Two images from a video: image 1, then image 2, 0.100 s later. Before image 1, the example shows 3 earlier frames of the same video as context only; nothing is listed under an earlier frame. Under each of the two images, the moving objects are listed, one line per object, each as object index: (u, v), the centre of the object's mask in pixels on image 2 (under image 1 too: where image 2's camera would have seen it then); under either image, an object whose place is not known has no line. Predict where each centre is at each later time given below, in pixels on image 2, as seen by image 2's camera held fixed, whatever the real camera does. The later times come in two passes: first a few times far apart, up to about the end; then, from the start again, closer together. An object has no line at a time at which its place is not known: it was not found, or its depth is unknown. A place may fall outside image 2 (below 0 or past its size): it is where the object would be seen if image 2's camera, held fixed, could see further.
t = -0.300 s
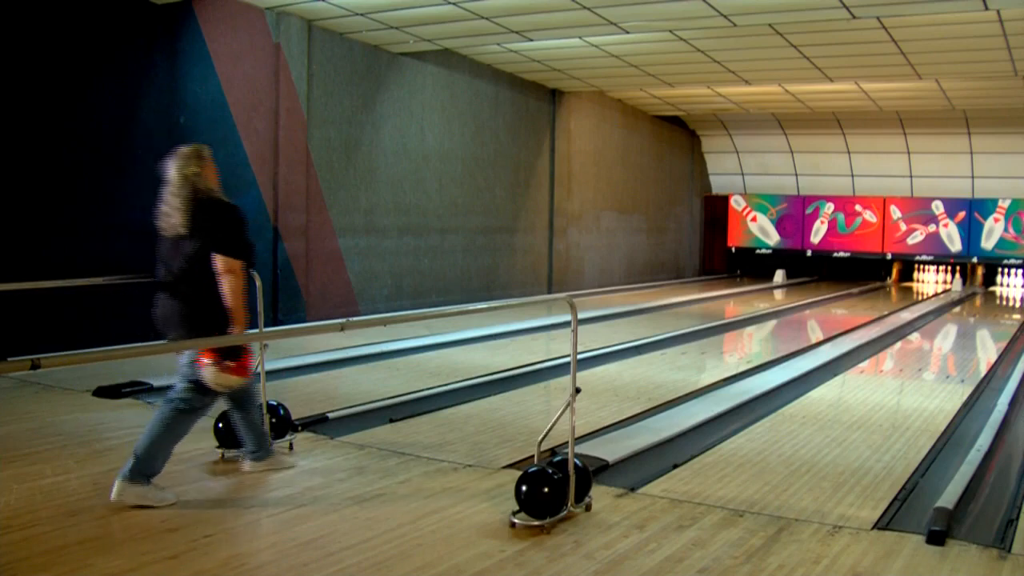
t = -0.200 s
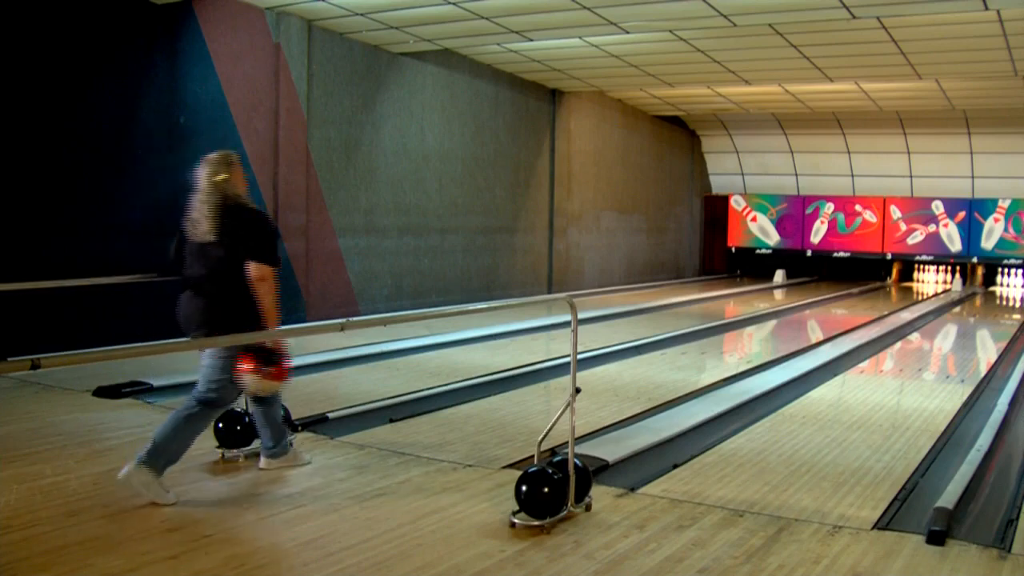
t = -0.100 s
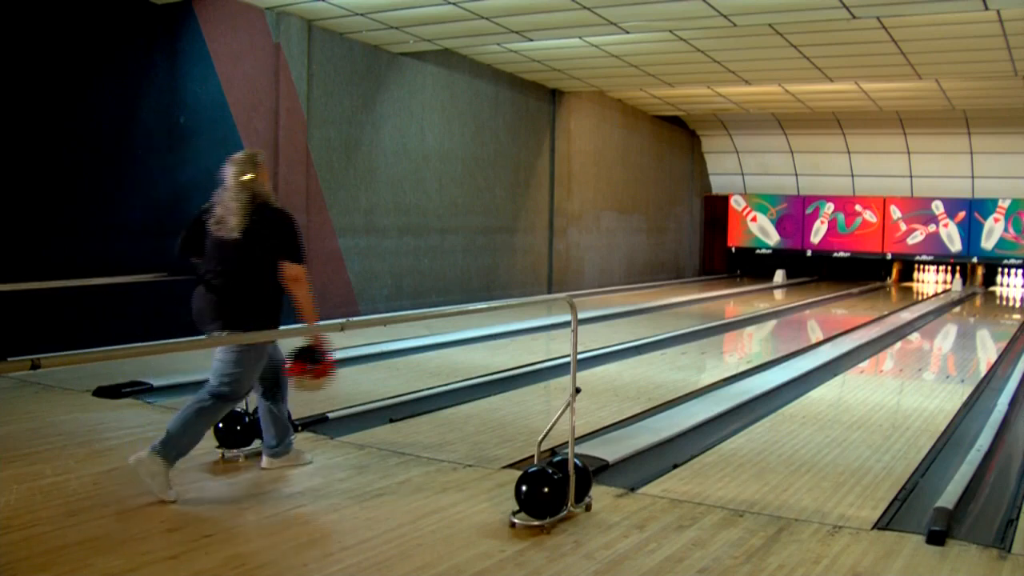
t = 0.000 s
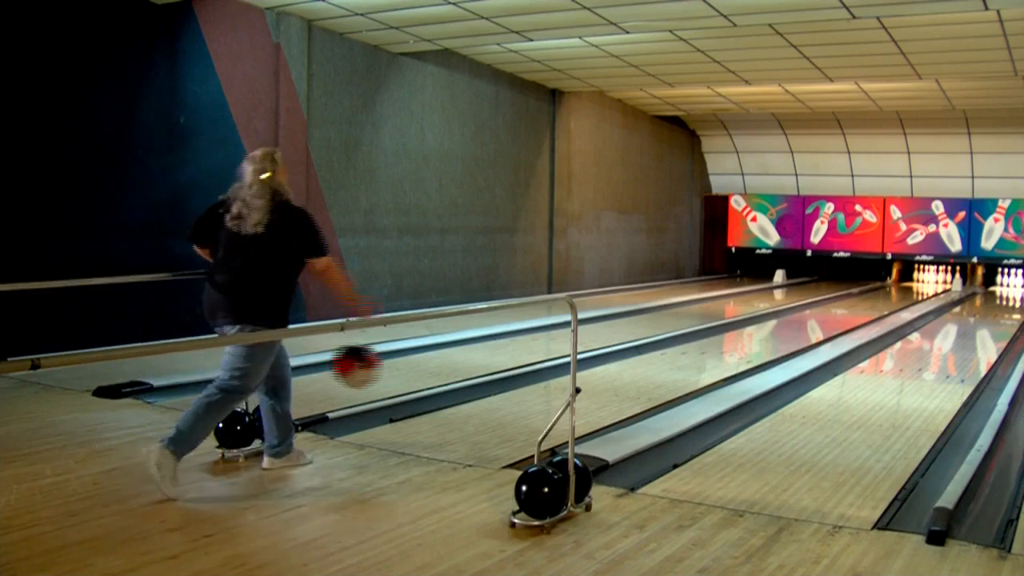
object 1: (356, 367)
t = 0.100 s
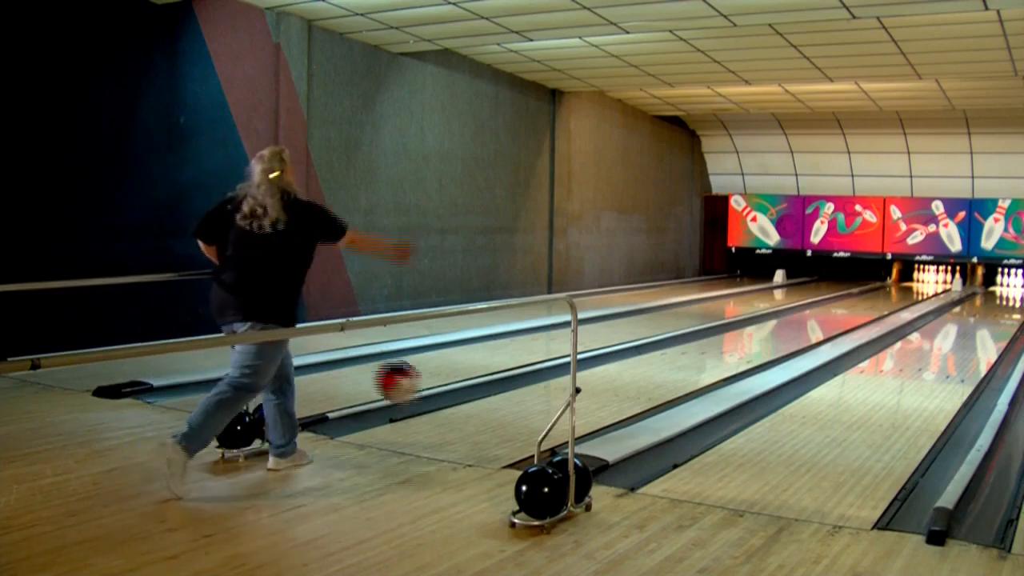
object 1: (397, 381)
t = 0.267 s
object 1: (458, 415)
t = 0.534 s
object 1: (536, 397)
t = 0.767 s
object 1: (591, 381)
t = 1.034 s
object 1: (639, 365)
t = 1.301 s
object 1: (679, 354)
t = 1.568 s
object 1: (711, 345)
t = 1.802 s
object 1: (735, 337)
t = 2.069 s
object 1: (760, 331)
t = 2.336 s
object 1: (780, 324)
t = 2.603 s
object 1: (798, 318)
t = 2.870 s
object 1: (814, 314)
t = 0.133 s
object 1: (412, 391)
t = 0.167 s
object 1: (424, 400)
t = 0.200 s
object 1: (435, 415)
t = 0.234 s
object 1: (446, 423)
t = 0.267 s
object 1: (458, 415)
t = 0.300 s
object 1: (470, 410)
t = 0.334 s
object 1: (480, 407)
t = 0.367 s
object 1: (490, 406)
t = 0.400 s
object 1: (499, 407)
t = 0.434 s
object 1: (509, 405)
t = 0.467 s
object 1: (518, 402)
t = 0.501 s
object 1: (527, 400)
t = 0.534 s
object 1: (536, 397)
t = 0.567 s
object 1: (543, 395)
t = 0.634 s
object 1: (557, 389)
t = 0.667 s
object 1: (567, 386)
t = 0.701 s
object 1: (577, 384)
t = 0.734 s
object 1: (586, 383)
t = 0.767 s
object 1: (591, 381)
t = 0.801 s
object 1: (597, 378)
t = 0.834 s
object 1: (603, 377)
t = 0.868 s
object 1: (610, 375)
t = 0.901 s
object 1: (616, 373)
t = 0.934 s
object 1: (622, 371)
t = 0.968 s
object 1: (628, 369)
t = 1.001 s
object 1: (633, 368)
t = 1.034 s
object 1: (639, 365)
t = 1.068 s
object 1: (645, 364)
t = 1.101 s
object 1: (650, 362)
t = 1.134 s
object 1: (655, 361)
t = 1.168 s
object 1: (660, 359)
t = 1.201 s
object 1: (665, 358)
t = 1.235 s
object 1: (670, 356)
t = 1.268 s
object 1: (674, 355)
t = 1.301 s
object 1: (679, 354)
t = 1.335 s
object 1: (683, 352)
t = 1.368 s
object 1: (688, 352)
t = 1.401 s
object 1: (691, 350)
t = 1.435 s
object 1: (695, 349)
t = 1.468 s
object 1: (699, 348)
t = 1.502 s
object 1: (703, 347)
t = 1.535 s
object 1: (707, 346)
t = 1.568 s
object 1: (711, 345)
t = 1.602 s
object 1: (715, 343)
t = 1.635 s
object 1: (718, 342)
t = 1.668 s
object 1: (722, 341)
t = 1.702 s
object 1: (725, 340)
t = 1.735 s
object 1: (728, 339)
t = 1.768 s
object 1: (732, 338)
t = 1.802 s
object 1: (735, 337)
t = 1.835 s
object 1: (739, 337)
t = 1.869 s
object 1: (742, 336)
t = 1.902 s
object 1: (745, 335)
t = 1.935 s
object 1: (748, 335)
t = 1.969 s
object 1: (751, 334)
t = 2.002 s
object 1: (754, 332)
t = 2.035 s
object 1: (757, 332)
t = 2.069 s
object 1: (760, 331)
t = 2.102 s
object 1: (762, 330)
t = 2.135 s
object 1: (765, 329)
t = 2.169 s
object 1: (768, 328)
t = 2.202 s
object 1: (770, 326)
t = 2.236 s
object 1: (773, 326)
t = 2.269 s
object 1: (775, 325)
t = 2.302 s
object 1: (778, 325)
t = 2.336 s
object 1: (780, 324)
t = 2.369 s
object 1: (783, 324)
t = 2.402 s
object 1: (785, 323)
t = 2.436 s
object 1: (787, 323)
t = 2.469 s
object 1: (789, 322)
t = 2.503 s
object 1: (791, 321)
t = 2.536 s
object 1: (794, 320)
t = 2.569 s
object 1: (796, 319)
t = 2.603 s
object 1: (798, 318)
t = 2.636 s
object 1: (800, 318)
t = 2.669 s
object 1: (802, 317)
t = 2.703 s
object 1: (804, 317)
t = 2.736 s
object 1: (806, 317)
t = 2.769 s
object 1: (808, 316)
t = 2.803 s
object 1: (810, 316)
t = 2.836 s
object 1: (812, 315)
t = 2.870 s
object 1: (814, 314)
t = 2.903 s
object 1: (815, 314)
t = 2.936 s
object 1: (817, 313)
